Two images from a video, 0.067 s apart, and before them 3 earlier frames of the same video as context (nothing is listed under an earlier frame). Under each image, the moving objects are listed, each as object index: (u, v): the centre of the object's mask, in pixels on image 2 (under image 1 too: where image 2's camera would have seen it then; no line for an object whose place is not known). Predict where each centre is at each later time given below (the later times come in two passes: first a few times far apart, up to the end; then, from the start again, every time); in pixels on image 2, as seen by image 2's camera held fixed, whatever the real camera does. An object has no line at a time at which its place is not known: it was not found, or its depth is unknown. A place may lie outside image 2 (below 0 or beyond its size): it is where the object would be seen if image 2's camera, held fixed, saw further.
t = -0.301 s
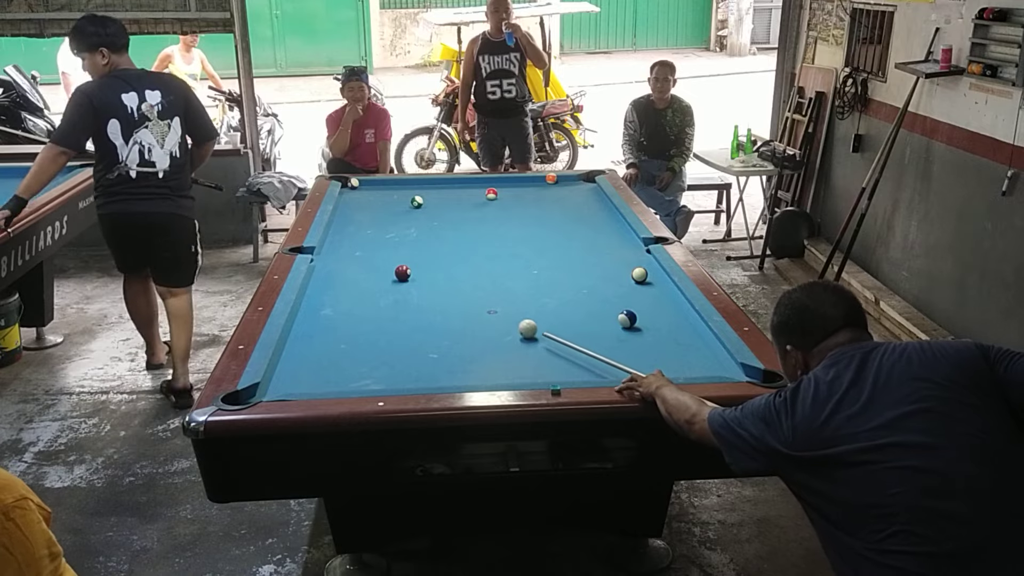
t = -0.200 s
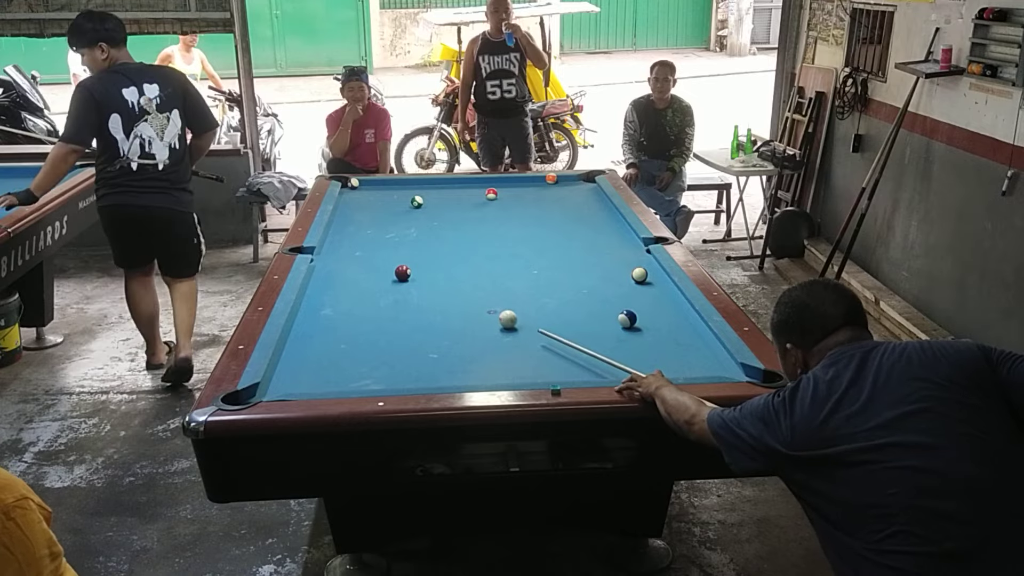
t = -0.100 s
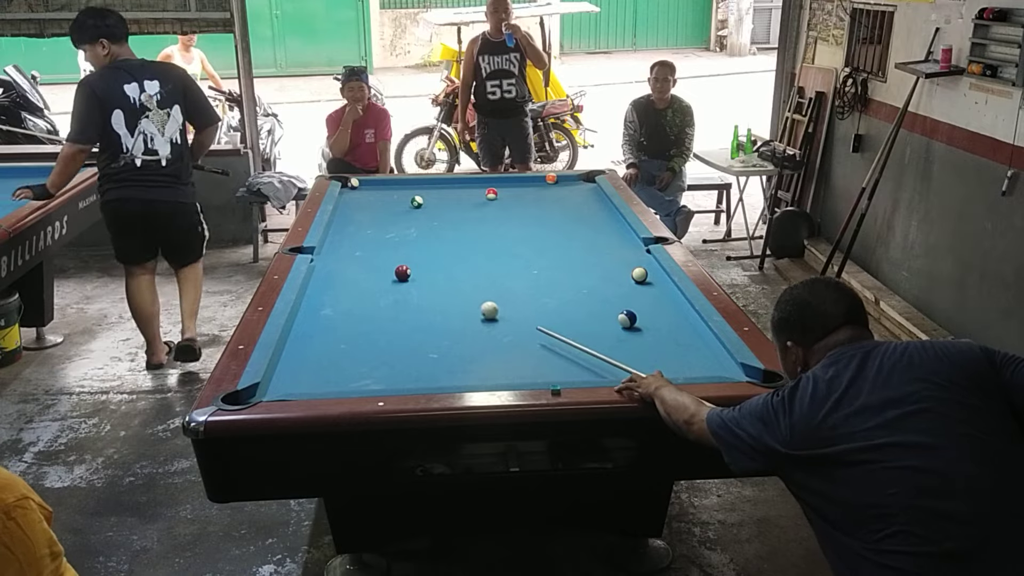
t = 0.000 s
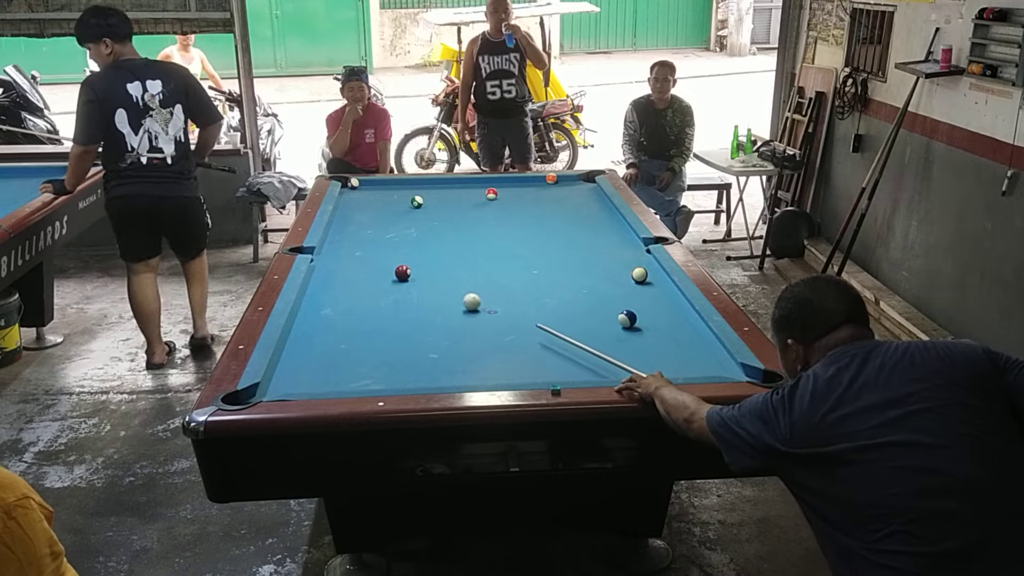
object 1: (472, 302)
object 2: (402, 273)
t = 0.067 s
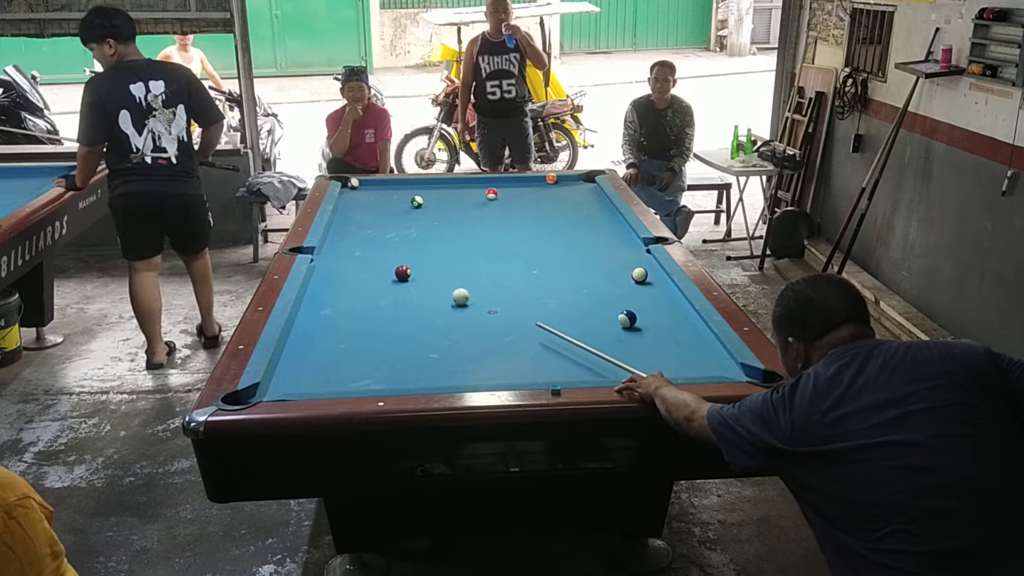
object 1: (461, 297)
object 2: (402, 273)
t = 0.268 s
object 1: (430, 282)
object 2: (403, 273)
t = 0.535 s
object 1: (419, 270)
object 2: (380, 268)
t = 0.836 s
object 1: (423, 261)
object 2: (347, 261)
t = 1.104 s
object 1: (425, 255)
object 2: (321, 255)
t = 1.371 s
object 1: (428, 248)
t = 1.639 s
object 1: (430, 243)
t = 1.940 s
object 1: (433, 238)
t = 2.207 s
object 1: (435, 234)
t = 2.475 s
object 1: (436, 230)
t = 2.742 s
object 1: (438, 228)
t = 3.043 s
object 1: (439, 225)
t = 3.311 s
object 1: (439, 223)
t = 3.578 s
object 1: (440, 222)
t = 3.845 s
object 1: (439, 221)
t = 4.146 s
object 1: (438, 221)
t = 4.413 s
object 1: (438, 221)
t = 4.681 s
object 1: (438, 221)
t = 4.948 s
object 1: (438, 220)
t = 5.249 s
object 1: (438, 221)
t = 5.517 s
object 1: (438, 221)
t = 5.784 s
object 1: (438, 221)
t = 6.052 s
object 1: (438, 221)
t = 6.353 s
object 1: (438, 221)
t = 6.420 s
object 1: (438, 221)
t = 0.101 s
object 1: (455, 294)
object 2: (402, 273)
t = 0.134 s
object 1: (450, 291)
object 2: (402, 273)
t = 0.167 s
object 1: (445, 289)
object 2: (402, 273)
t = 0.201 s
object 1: (439, 286)
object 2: (402, 273)
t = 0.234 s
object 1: (435, 284)
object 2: (403, 273)
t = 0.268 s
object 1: (430, 282)
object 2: (403, 273)
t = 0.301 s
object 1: (425, 280)
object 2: (402, 273)
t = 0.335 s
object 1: (420, 277)
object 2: (402, 273)
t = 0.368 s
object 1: (416, 275)
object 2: (401, 273)
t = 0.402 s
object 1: (417, 274)
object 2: (396, 272)
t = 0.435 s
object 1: (418, 273)
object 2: (392, 271)
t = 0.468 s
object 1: (418, 273)
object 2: (388, 270)
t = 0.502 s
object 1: (418, 271)
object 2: (384, 269)
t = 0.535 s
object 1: (419, 270)
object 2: (380, 268)
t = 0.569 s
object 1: (420, 269)
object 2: (376, 267)
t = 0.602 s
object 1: (420, 268)
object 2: (372, 266)
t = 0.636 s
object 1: (420, 267)
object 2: (369, 266)
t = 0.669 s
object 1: (421, 266)
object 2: (365, 265)
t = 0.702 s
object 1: (421, 265)
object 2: (361, 264)
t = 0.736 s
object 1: (421, 264)
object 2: (358, 263)
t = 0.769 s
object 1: (422, 263)
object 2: (354, 262)
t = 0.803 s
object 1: (422, 262)
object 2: (351, 262)
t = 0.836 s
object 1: (423, 261)
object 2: (347, 261)
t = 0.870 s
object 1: (423, 261)
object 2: (344, 260)
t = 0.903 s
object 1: (423, 260)
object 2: (341, 259)
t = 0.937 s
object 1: (424, 259)
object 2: (337, 259)
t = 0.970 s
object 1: (424, 258)
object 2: (334, 258)
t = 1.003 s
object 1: (424, 257)
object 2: (330, 257)
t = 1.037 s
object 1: (425, 256)
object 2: (327, 256)
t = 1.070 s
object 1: (425, 255)
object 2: (324, 256)
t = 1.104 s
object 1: (425, 255)
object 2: (321, 255)
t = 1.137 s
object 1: (426, 254)
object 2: (318, 254)
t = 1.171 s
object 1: (426, 253)
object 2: (315, 253)
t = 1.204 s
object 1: (426, 252)
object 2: (312, 252)
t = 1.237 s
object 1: (427, 251)
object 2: (310, 251)
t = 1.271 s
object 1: (427, 251)
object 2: (306, 251)
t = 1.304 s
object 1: (427, 250)
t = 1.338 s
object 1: (427, 249)
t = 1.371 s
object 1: (428, 248)
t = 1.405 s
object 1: (428, 248)
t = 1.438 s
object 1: (428, 247)
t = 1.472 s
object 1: (429, 246)
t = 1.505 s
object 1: (429, 246)
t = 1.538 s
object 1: (429, 245)
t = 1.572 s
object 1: (430, 244)
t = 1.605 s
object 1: (430, 244)
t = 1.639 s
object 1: (430, 243)
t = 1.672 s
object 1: (431, 242)
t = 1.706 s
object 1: (431, 242)
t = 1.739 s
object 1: (431, 241)
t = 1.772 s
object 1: (431, 241)
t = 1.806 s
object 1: (432, 240)
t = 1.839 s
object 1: (432, 240)
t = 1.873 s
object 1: (432, 239)
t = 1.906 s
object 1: (433, 238)
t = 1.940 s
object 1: (433, 238)
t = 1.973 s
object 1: (433, 237)
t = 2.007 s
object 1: (433, 237)
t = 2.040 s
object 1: (434, 236)
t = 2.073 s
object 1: (434, 236)
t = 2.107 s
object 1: (434, 235)
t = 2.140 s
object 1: (434, 235)
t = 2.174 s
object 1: (434, 234)
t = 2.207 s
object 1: (435, 234)
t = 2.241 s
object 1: (435, 233)
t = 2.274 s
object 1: (435, 233)
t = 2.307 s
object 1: (435, 233)
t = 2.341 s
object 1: (436, 232)
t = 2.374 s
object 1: (436, 232)
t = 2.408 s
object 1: (436, 231)
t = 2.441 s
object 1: (436, 231)
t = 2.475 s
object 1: (436, 230)
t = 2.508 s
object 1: (436, 230)
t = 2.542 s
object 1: (437, 230)
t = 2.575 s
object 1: (437, 229)
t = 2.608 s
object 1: (437, 229)
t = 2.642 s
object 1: (437, 229)
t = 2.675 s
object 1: (437, 228)
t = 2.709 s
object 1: (437, 228)
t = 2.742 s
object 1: (438, 228)
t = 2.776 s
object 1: (438, 227)
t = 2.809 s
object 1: (438, 227)
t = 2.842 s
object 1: (438, 227)
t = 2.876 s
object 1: (438, 227)
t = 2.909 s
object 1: (438, 226)
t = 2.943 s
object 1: (438, 226)
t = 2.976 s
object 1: (438, 226)
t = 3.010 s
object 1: (439, 225)
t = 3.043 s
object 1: (439, 225)
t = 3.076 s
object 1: (439, 224)
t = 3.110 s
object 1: (439, 224)
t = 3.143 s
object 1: (439, 224)
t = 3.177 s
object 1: (439, 224)
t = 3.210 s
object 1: (439, 224)
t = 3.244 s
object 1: (439, 224)
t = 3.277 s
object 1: (439, 224)
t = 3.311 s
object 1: (439, 223)
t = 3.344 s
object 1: (439, 223)
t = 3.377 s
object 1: (439, 223)
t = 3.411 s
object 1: (439, 223)
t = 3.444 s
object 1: (440, 223)
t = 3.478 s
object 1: (440, 222)
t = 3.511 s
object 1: (440, 222)
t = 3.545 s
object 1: (440, 222)
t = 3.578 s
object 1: (440, 222)
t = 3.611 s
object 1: (439, 222)
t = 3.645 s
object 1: (440, 222)
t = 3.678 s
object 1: (439, 222)
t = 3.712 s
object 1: (440, 222)
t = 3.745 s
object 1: (439, 221)
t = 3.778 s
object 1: (439, 221)
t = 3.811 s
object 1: (439, 221)
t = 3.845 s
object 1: (439, 221)
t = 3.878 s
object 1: (440, 221)
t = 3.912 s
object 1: (441, 221)
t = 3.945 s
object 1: (441, 222)
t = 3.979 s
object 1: (441, 221)
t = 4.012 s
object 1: (439, 221)
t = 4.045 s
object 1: (439, 221)
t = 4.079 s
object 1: (439, 221)
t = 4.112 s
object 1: (438, 221)
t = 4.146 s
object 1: (438, 221)
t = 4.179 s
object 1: (438, 221)
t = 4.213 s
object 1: (438, 221)
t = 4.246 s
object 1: (438, 221)
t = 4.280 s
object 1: (438, 221)
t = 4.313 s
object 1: (438, 221)
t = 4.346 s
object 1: (438, 221)
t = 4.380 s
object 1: (438, 221)
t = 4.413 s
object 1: (438, 221)
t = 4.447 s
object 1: (438, 221)
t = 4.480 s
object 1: (438, 221)
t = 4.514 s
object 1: (438, 221)
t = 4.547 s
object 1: (438, 221)
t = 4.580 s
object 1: (438, 221)
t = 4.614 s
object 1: (438, 221)
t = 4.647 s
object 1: (438, 221)
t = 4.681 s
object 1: (438, 221)
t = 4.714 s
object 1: (438, 221)
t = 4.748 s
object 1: (438, 221)
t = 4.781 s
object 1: (438, 221)
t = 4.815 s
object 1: (438, 221)
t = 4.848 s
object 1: (438, 220)
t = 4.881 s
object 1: (438, 220)
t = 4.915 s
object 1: (438, 220)
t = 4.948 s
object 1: (438, 220)
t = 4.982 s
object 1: (438, 220)
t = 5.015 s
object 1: (438, 220)
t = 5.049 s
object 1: (438, 220)
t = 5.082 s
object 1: (438, 220)
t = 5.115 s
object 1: (438, 221)
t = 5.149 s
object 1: (438, 220)
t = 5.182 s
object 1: (438, 221)
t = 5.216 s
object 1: (438, 221)
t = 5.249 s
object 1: (438, 221)
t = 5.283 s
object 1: (438, 221)
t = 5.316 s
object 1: (438, 221)
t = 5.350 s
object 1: (438, 221)
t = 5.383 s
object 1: (438, 221)
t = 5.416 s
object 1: (438, 221)
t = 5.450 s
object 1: (438, 221)
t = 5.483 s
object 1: (438, 221)
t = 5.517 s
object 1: (438, 221)
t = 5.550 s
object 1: (438, 221)
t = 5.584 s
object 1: (438, 221)
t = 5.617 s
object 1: (438, 221)
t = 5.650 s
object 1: (438, 221)
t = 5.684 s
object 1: (438, 221)
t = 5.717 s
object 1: (438, 221)
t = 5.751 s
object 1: (438, 221)
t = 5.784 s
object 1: (438, 221)
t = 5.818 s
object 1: (438, 221)
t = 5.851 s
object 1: (438, 221)
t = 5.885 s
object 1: (438, 221)
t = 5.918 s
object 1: (438, 221)
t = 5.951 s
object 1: (438, 221)
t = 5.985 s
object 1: (438, 221)
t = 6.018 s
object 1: (438, 221)
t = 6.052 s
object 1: (438, 221)
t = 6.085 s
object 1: (438, 221)
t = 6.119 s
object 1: (438, 221)
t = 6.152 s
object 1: (438, 221)
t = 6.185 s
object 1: (438, 220)
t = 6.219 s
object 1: (438, 221)
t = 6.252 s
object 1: (438, 221)
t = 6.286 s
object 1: (438, 221)
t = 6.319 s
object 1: (438, 221)
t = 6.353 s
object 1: (438, 221)
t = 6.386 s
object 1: (438, 221)
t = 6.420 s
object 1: (438, 221)
